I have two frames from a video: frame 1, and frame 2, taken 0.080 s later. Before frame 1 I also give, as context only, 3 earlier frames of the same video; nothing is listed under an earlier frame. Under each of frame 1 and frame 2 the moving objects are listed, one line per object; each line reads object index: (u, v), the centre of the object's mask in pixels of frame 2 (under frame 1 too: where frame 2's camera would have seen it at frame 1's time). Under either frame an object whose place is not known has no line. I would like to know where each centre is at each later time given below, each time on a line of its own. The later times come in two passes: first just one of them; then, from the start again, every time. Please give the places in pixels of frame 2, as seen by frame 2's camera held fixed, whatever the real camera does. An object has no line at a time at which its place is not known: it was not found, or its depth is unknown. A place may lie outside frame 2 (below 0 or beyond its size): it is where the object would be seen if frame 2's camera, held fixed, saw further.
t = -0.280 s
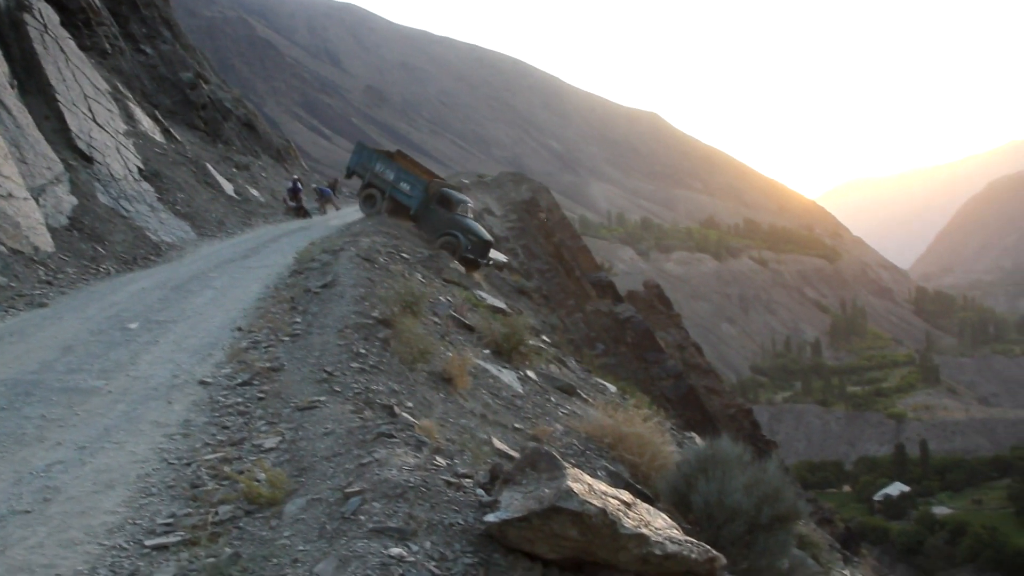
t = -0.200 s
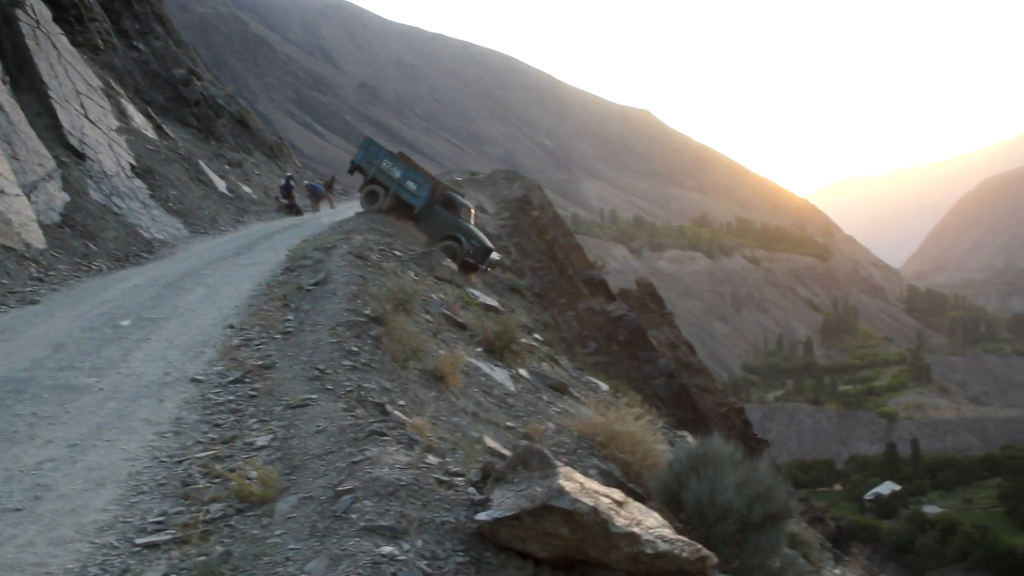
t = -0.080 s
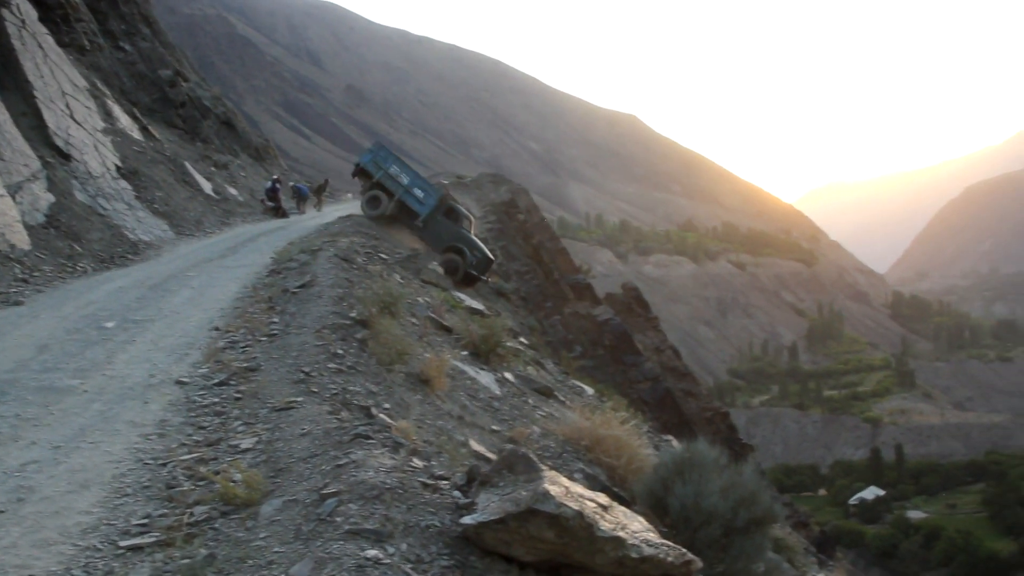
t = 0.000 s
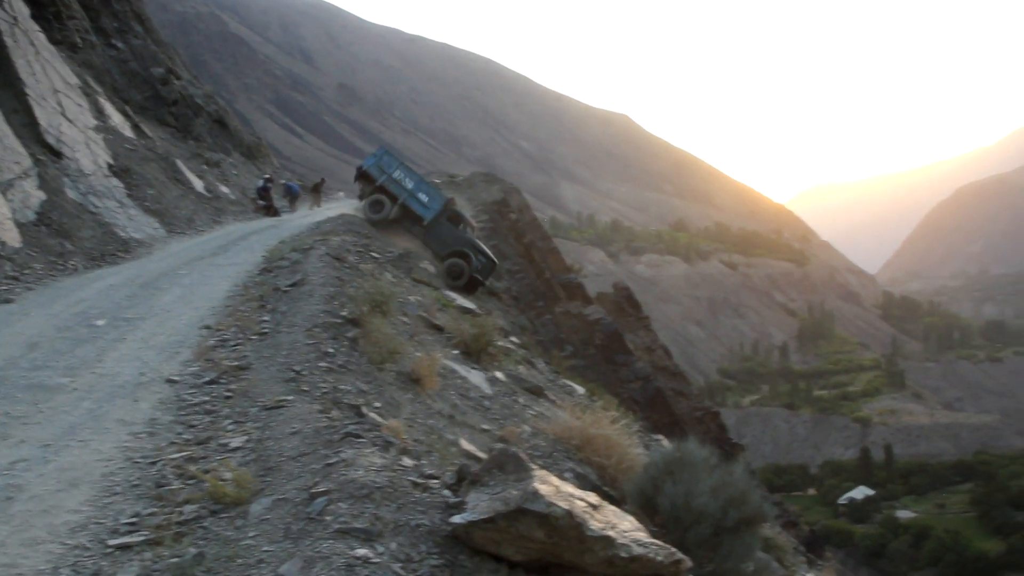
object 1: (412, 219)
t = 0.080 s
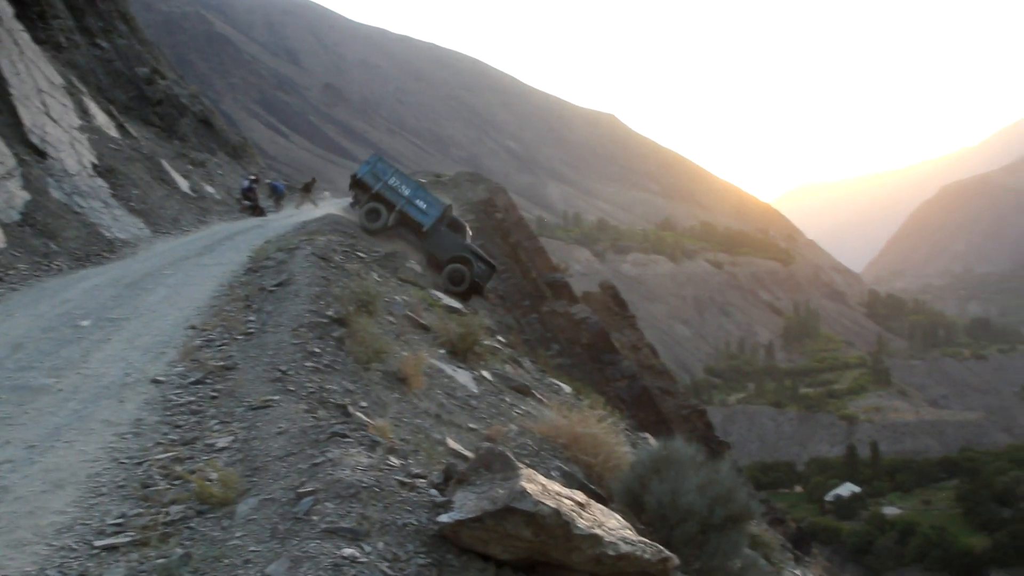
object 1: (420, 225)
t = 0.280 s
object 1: (443, 247)
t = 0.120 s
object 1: (424, 229)
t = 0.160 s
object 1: (428, 233)
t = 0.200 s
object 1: (433, 235)
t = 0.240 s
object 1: (438, 239)
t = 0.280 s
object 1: (443, 247)
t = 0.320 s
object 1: (448, 249)
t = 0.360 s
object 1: (453, 249)
